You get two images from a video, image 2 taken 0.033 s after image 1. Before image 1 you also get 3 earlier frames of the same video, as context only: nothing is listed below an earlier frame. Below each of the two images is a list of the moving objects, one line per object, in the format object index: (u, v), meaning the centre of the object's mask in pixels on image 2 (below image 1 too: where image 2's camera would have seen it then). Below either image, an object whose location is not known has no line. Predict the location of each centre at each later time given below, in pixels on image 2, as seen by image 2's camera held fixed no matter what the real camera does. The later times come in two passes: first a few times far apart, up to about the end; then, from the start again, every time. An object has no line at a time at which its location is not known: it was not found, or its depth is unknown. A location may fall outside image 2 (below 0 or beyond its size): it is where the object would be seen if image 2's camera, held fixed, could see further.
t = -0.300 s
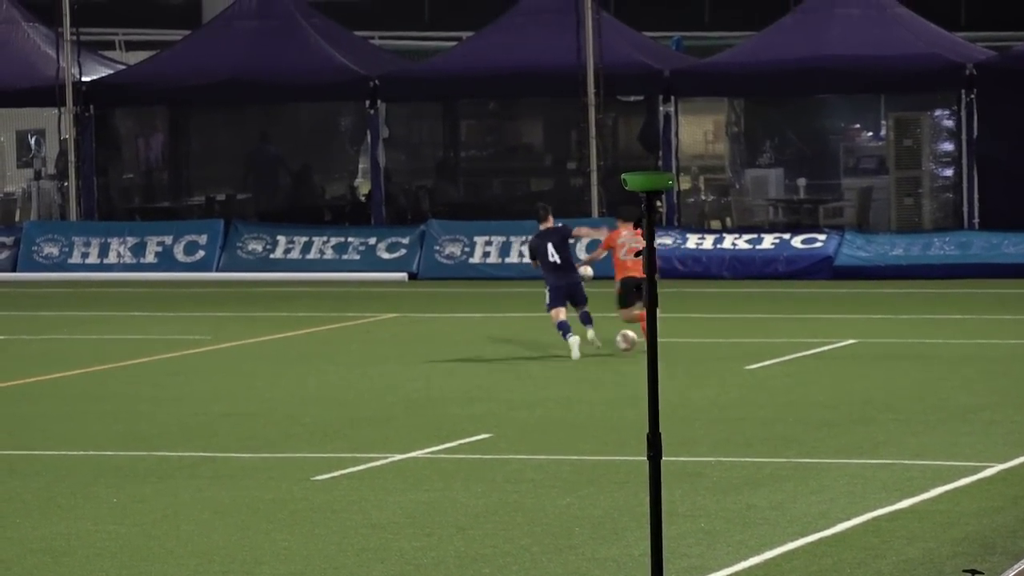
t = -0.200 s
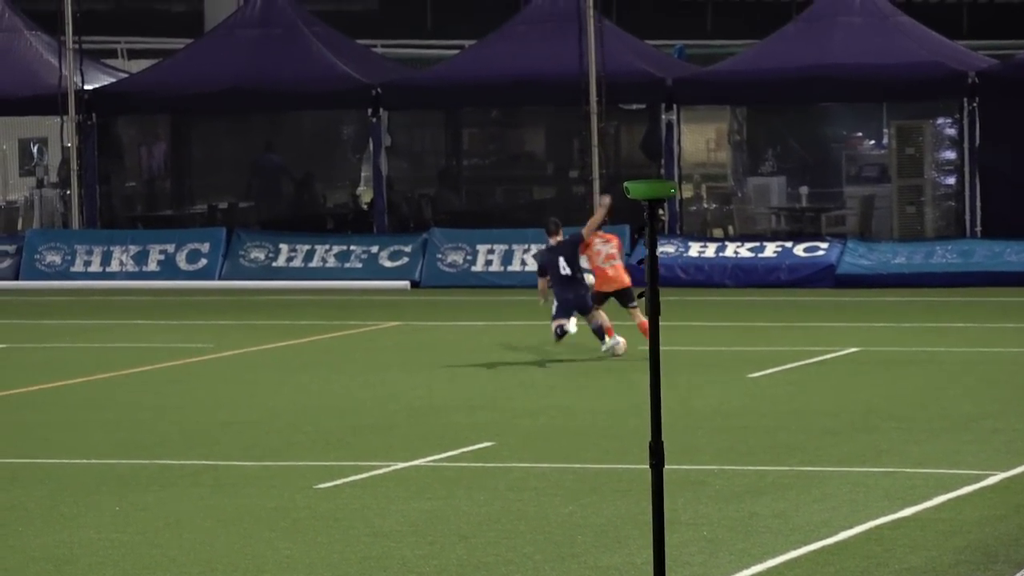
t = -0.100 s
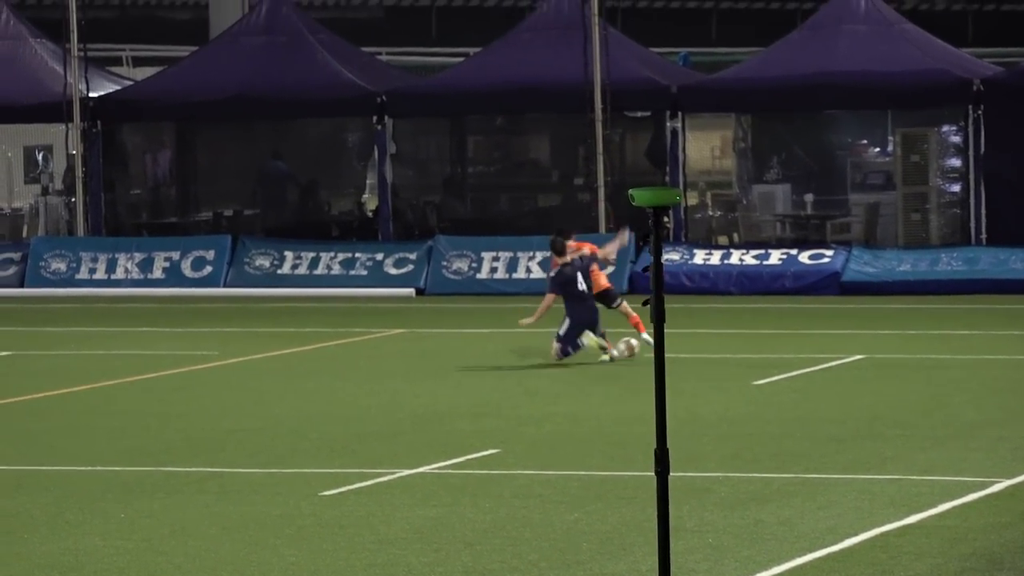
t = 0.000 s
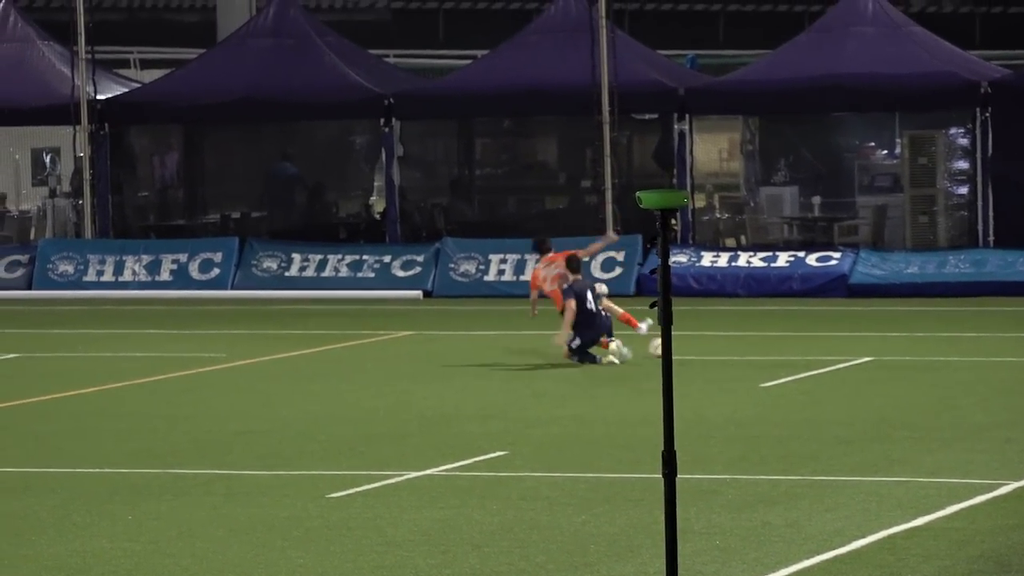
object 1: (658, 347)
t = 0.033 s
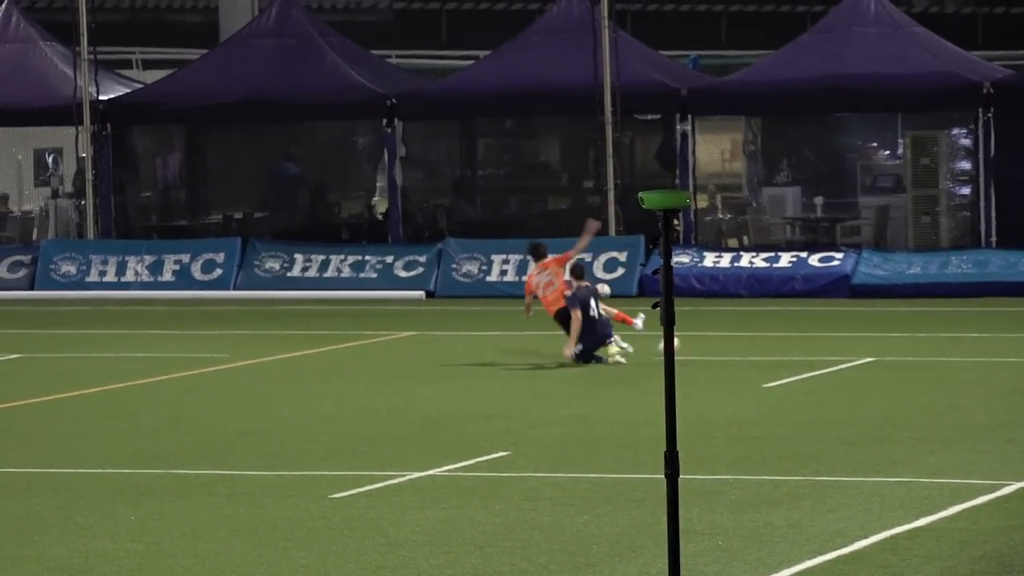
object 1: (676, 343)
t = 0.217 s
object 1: (705, 339)
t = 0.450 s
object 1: (734, 331)
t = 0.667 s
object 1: (755, 324)
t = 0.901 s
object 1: (776, 319)
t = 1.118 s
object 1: (795, 314)
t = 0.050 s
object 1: (678, 342)
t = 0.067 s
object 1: (680, 341)
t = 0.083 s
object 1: (681, 340)
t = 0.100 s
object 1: (683, 339)
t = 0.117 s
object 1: (685, 338)
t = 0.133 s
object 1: (689, 338)
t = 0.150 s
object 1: (692, 337)
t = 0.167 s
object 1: (695, 338)
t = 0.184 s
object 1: (698, 338)
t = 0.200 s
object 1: (702, 339)
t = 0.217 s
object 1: (705, 339)
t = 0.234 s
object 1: (707, 337)
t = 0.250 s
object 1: (709, 335)
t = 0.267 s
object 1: (711, 334)
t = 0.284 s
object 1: (713, 333)
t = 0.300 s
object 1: (715, 332)
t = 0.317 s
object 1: (718, 331)
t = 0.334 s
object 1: (720, 331)
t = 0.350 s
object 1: (722, 330)
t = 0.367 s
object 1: (724, 330)
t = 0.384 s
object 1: (726, 331)
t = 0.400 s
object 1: (728, 331)
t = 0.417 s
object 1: (731, 332)
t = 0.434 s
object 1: (733, 332)
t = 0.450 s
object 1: (734, 331)
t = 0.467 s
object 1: (736, 329)
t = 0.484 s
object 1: (738, 328)
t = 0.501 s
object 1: (739, 327)
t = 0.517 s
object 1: (741, 327)
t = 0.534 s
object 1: (743, 327)
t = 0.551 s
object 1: (744, 327)
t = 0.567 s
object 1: (745, 327)
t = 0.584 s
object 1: (747, 328)
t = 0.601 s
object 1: (749, 327)
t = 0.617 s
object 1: (750, 327)
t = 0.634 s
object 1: (752, 325)
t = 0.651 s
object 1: (753, 324)
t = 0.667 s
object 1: (755, 324)
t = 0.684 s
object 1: (756, 323)
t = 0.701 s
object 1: (758, 322)
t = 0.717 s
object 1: (760, 322)
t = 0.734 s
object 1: (761, 322)
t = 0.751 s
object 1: (763, 323)
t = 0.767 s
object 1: (764, 323)
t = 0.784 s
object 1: (766, 322)
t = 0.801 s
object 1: (767, 322)
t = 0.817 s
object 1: (769, 321)
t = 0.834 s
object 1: (770, 320)
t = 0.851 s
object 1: (772, 320)
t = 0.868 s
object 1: (774, 319)
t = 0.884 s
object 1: (775, 320)
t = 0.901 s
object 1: (776, 319)
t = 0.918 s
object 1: (778, 319)
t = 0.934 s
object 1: (780, 318)
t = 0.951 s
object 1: (781, 317)
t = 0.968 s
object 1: (782, 316)
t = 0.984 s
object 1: (784, 315)
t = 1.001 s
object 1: (786, 315)
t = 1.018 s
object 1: (787, 315)
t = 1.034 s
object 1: (788, 315)
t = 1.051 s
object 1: (790, 316)
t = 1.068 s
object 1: (791, 316)
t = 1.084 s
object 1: (793, 315)
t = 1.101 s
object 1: (794, 315)
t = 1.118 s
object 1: (795, 314)
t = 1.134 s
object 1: (797, 313)
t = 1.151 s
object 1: (799, 313)
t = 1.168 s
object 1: (800, 313)
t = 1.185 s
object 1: (801, 313)
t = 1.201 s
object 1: (803, 313)
